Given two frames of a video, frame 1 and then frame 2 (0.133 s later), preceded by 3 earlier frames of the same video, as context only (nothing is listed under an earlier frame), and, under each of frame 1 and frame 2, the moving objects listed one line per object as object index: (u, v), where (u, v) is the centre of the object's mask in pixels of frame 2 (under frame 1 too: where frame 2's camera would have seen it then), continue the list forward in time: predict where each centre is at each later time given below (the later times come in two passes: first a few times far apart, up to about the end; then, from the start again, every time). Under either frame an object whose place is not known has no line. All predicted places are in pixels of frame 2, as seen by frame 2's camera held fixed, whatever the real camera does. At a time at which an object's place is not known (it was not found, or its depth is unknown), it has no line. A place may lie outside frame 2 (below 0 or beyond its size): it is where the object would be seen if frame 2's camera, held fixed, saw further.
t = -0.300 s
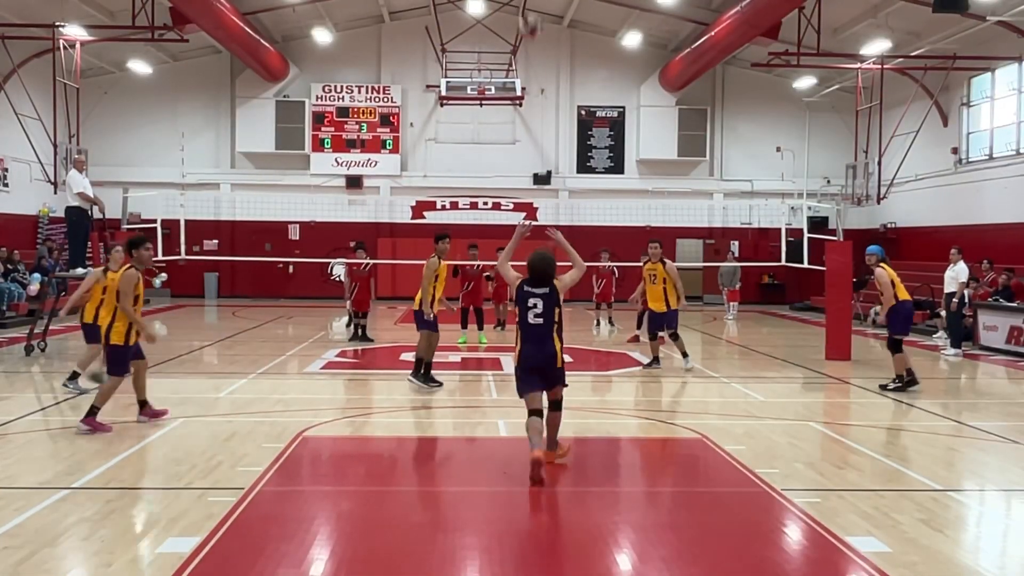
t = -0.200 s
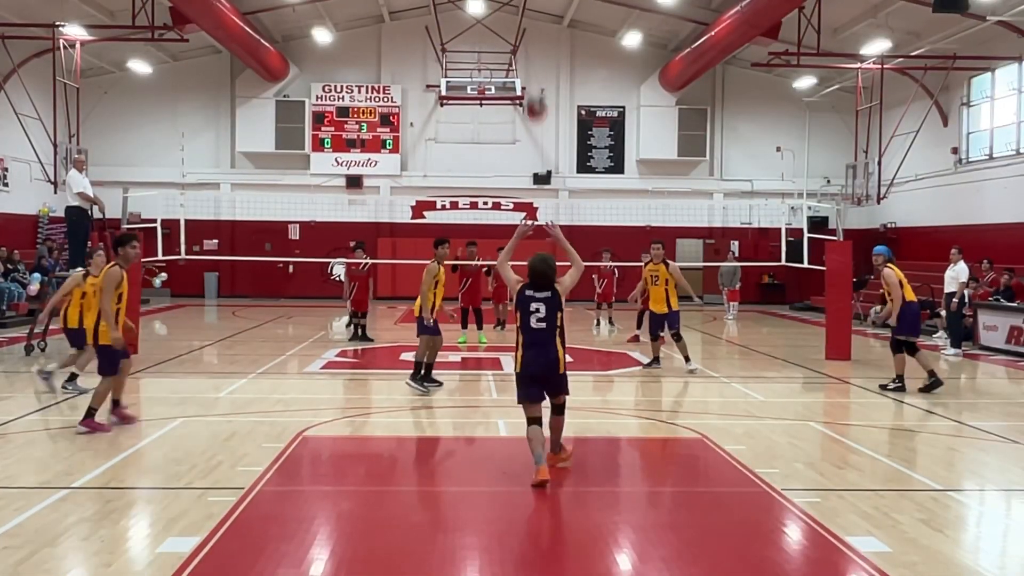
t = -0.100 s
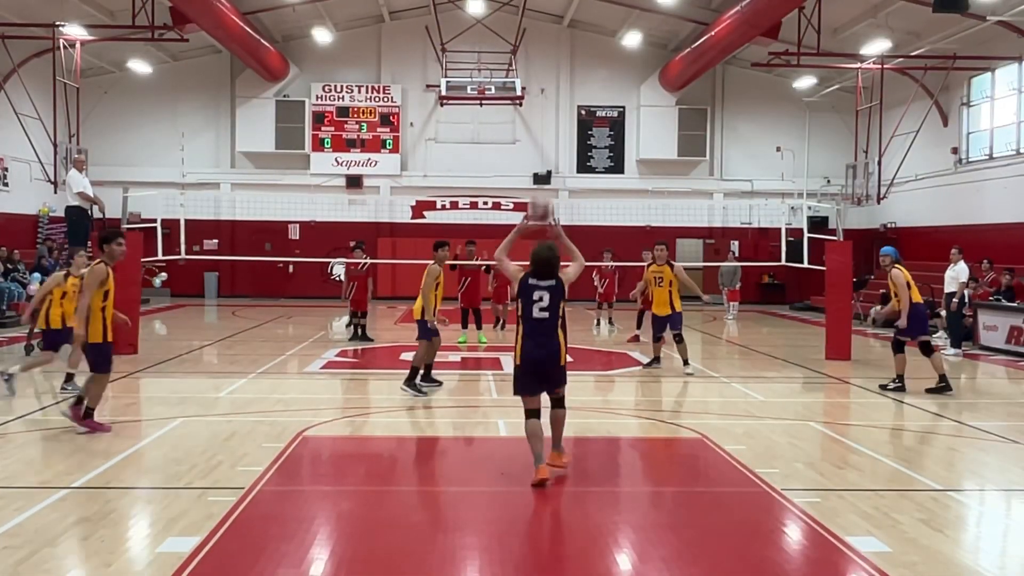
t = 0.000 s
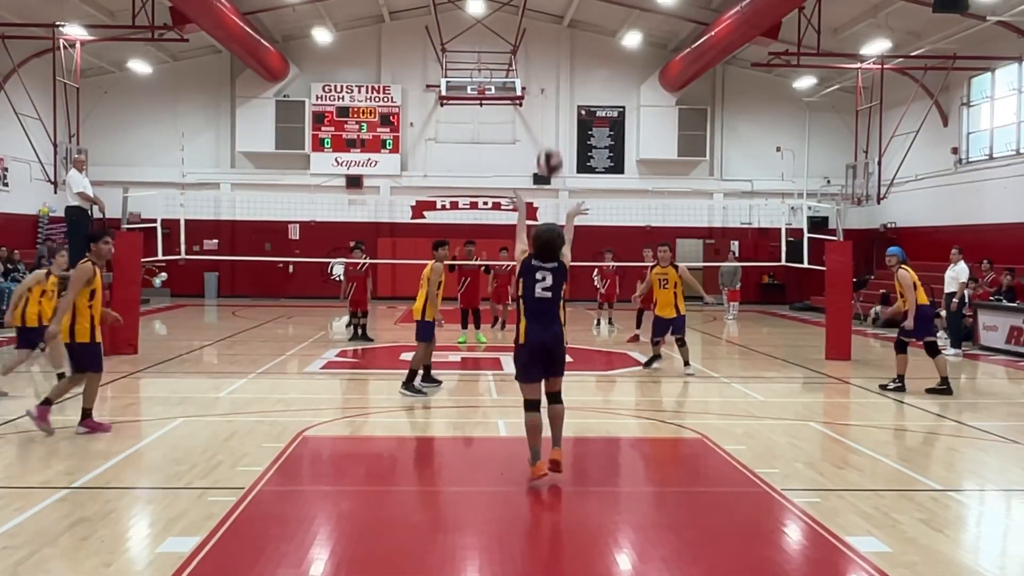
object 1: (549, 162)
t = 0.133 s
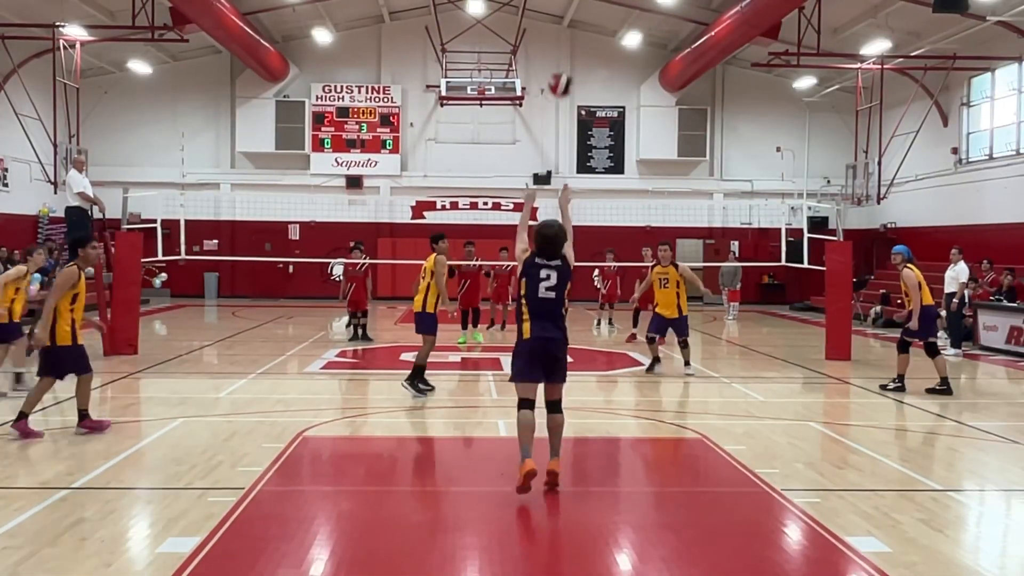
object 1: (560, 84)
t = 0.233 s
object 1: (567, 44)
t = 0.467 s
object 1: (577, 11)
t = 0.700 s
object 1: (584, 34)
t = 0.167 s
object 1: (562, 70)
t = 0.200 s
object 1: (565, 56)
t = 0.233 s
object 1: (567, 44)
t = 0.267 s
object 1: (569, 36)
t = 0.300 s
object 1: (570, 29)
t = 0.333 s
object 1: (572, 22)
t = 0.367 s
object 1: (573, 17)
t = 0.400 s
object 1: (574, 14)
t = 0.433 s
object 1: (575, 12)
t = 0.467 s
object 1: (577, 11)
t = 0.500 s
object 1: (578, 11)
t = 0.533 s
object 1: (580, 12)
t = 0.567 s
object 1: (581, 15)
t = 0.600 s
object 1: (581, 18)
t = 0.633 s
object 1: (582, 22)
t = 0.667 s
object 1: (583, 28)
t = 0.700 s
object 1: (584, 34)
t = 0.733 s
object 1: (585, 41)
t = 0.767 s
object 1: (586, 49)
